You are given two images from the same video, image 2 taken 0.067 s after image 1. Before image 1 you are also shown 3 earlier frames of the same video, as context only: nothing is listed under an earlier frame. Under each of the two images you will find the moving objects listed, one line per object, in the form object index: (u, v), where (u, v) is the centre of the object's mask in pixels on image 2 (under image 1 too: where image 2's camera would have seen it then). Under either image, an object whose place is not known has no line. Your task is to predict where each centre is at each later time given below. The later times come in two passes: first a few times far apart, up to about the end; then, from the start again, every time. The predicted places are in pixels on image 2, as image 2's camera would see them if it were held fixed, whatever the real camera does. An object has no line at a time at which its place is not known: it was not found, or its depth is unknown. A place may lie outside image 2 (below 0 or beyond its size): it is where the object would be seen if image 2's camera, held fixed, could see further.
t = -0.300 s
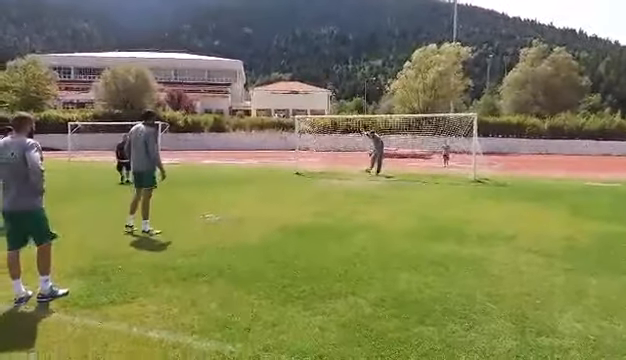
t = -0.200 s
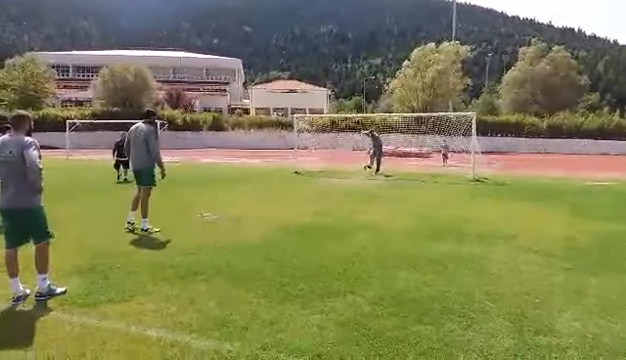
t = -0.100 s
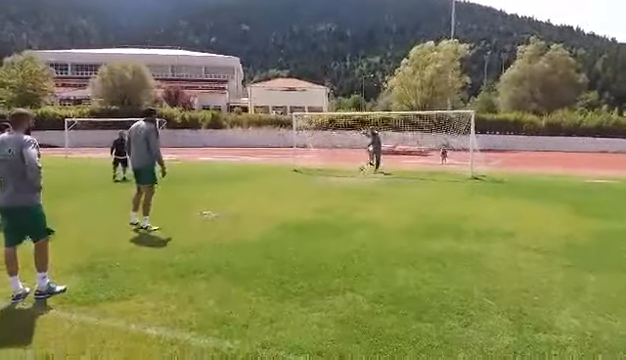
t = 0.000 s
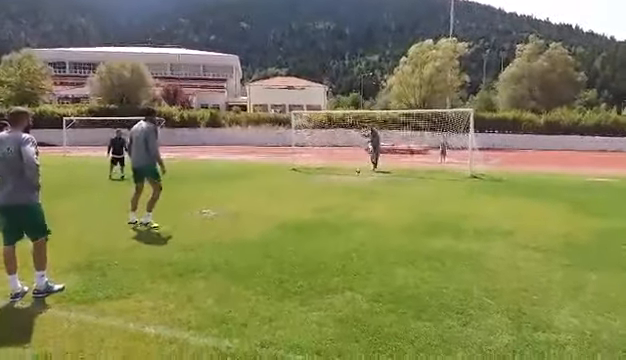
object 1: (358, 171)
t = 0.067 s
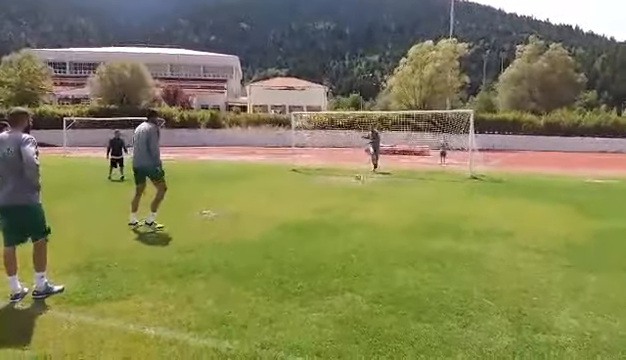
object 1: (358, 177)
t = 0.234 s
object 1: (356, 174)
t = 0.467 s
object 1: (356, 179)
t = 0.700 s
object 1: (356, 187)
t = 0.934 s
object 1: (357, 193)
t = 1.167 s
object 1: (359, 201)
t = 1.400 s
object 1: (360, 207)
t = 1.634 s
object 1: (366, 215)
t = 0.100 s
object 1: (358, 178)
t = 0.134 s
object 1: (357, 176)
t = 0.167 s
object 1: (358, 176)
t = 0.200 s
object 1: (357, 175)
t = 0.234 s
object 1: (356, 174)
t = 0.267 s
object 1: (357, 174)
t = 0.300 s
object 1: (355, 173)
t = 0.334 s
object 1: (355, 173)
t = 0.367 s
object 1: (355, 174)
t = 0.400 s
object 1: (356, 174)
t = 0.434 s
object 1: (356, 176)
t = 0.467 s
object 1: (356, 179)
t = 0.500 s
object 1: (356, 183)
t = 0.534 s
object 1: (356, 187)
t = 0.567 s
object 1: (357, 186)
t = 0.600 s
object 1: (356, 186)
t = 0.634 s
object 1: (356, 184)
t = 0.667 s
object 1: (357, 186)
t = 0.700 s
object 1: (356, 187)
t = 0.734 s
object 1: (357, 187)
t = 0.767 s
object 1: (357, 188)
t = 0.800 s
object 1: (357, 191)
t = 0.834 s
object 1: (357, 192)
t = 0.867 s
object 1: (357, 193)
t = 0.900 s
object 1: (356, 192)
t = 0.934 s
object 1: (357, 193)
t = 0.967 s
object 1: (359, 193)
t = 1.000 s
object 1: (358, 194)
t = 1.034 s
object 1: (359, 195)
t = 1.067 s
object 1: (358, 197)
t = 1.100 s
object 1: (360, 201)
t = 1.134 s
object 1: (358, 201)
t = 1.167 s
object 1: (359, 201)
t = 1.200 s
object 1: (359, 202)
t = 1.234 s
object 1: (360, 202)
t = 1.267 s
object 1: (359, 204)
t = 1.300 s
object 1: (360, 206)
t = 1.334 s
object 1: (359, 206)
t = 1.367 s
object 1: (361, 207)
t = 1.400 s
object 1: (360, 207)
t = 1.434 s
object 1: (362, 208)
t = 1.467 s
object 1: (361, 210)
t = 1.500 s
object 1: (363, 211)
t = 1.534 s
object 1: (363, 214)
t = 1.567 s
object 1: (364, 214)
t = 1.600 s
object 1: (364, 215)
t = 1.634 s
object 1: (366, 215)
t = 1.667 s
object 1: (365, 216)
